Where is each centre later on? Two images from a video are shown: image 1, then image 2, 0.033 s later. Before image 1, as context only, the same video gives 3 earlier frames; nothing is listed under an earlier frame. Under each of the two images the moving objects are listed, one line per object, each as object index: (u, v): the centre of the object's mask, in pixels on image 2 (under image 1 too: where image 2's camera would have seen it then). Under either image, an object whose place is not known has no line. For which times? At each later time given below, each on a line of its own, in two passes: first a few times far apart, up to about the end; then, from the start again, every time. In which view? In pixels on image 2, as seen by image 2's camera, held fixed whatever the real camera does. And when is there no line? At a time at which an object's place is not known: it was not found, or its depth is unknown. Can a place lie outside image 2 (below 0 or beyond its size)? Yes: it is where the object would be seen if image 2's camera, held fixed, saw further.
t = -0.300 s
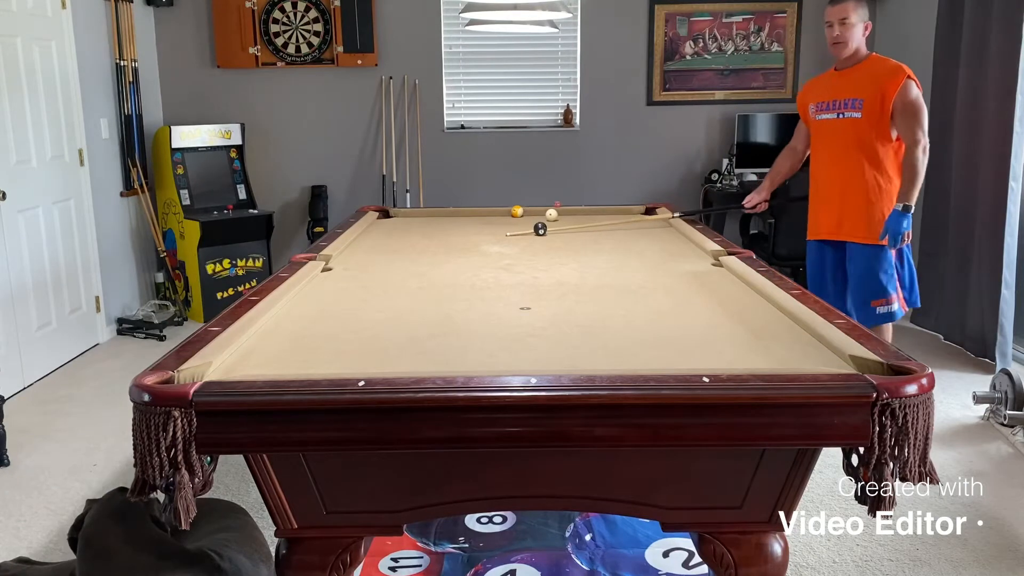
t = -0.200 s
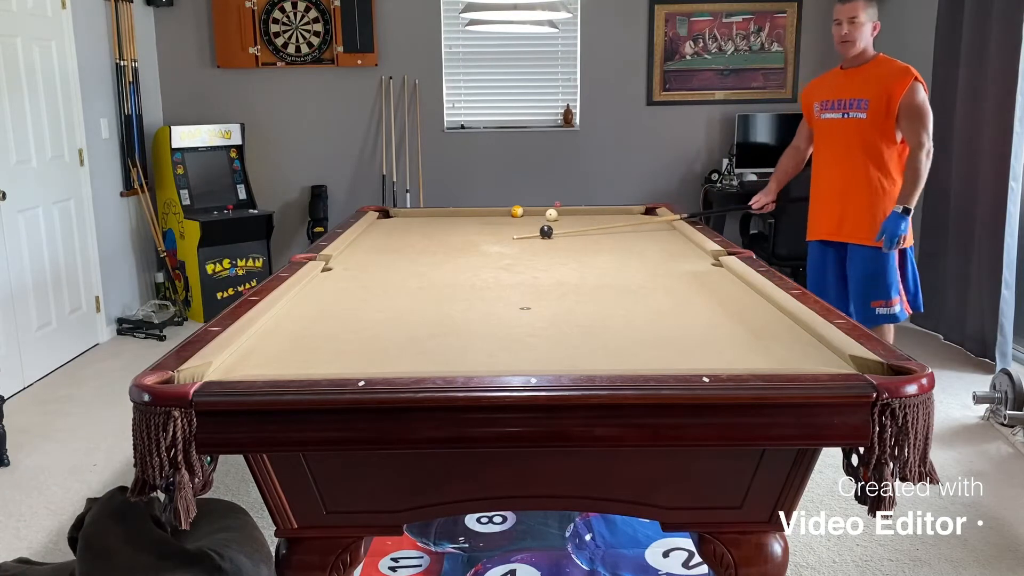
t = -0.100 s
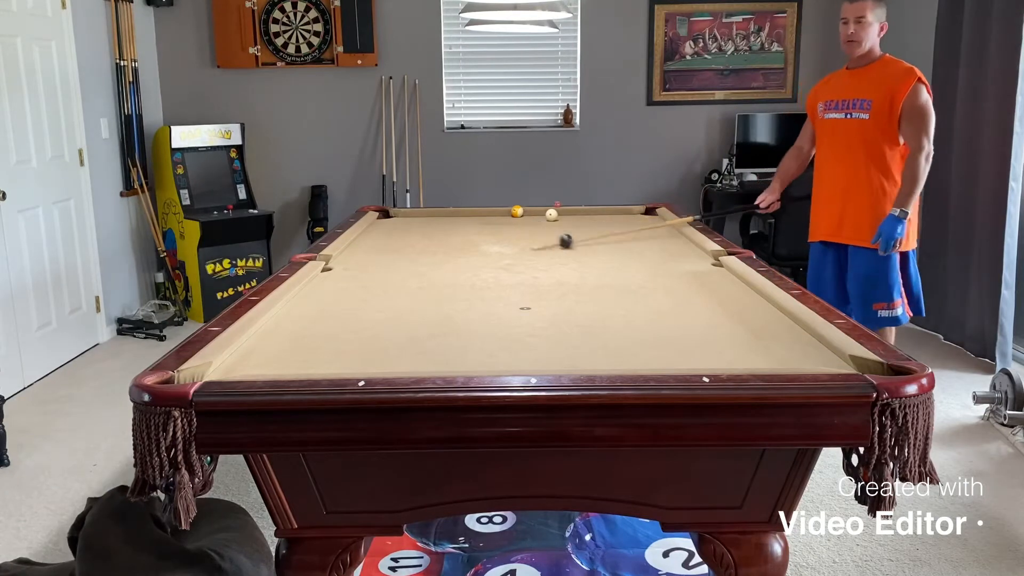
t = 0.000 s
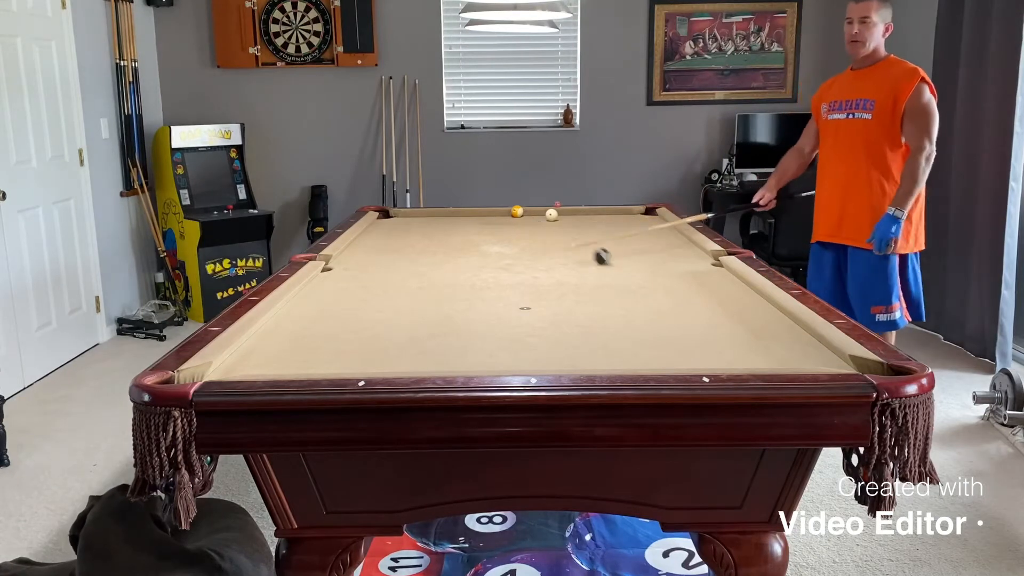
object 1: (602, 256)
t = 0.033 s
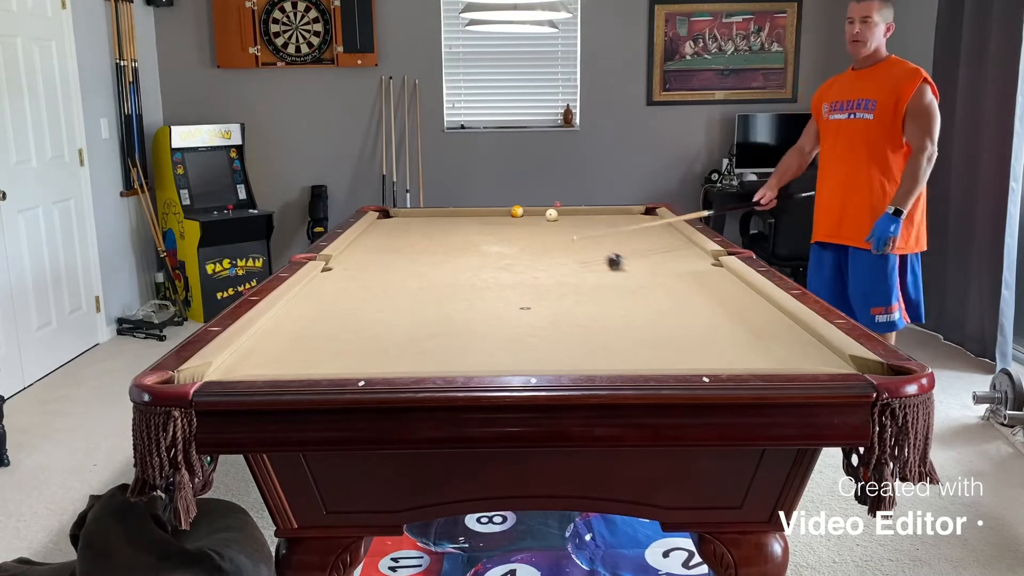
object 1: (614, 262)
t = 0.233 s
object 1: (701, 296)
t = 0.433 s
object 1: (822, 348)
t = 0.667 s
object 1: (808, 360)
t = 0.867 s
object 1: (753, 360)
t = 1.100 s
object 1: (695, 359)
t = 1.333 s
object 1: (641, 357)
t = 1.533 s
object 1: (598, 356)
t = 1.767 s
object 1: (551, 354)
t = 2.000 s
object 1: (507, 352)
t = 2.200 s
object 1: (472, 350)
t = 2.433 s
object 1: (434, 347)
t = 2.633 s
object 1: (403, 345)
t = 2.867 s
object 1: (370, 344)
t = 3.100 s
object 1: (339, 342)
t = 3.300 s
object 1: (314, 340)
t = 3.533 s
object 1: (288, 338)
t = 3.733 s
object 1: (267, 337)
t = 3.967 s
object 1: (266, 336)
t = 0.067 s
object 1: (628, 267)
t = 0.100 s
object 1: (641, 273)
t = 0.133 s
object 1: (655, 278)
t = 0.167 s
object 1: (670, 284)
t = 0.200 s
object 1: (684, 290)
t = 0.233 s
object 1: (701, 296)
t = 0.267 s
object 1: (717, 303)
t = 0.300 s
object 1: (734, 310)
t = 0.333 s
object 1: (754, 318)
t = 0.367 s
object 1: (774, 327)
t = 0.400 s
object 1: (796, 336)
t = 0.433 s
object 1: (822, 348)
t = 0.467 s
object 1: (821, 354)
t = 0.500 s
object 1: (825, 359)
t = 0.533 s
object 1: (832, 361)
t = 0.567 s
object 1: (841, 360)
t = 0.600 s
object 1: (833, 358)
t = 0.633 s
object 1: (820, 359)
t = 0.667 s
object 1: (808, 360)
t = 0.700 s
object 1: (798, 360)
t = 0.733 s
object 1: (789, 360)
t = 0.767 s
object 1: (779, 361)
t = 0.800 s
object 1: (770, 361)
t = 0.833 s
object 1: (761, 361)
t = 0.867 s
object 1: (753, 360)
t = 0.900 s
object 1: (745, 360)
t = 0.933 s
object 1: (736, 360)
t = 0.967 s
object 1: (728, 360)
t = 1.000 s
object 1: (719, 360)
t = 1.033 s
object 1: (711, 360)
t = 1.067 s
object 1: (703, 360)
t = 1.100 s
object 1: (695, 359)
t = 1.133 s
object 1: (687, 359)
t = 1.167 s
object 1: (679, 359)
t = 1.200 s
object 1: (671, 358)
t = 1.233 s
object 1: (664, 358)
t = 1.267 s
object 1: (656, 358)
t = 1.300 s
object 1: (648, 358)
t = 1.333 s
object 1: (641, 357)
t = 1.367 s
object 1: (634, 358)
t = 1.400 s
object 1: (627, 357)
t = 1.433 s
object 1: (619, 357)
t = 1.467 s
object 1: (612, 357)
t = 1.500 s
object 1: (605, 356)
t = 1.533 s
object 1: (598, 356)
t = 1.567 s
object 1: (591, 356)
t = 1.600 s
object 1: (584, 356)
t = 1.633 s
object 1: (578, 355)
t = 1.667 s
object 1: (571, 355)
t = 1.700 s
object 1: (564, 354)
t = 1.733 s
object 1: (558, 354)
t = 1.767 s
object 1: (551, 354)
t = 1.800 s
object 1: (545, 354)
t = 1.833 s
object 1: (538, 353)
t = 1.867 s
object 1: (532, 353)
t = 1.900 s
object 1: (526, 353)
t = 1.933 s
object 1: (520, 352)
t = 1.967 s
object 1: (513, 352)
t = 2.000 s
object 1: (507, 352)
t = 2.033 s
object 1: (501, 351)
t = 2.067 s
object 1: (496, 351)
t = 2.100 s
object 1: (490, 351)
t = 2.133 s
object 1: (484, 350)
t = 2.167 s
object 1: (478, 350)
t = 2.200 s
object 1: (472, 350)
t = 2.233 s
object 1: (467, 349)
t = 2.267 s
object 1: (461, 349)
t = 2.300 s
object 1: (456, 349)
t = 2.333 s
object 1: (450, 348)
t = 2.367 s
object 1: (445, 348)
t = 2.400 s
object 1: (439, 348)
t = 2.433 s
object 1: (434, 347)
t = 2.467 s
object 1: (429, 347)
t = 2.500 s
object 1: (424, 347)
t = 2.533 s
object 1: (419, 346)
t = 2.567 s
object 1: (414, 346)
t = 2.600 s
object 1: (408, 346)
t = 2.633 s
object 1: (403, 345)
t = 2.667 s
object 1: (398, 345)
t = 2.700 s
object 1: (394, 345)
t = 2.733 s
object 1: (389, 345)
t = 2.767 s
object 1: (384, 344)
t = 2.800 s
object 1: (380, 344)
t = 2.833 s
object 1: (375, 344)
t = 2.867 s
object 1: (370, 344)
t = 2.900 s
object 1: (366, 343)
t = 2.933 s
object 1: (361, 343)
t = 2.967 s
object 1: (357, 343)
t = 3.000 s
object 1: (352, 343)
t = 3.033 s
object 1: (348, 342)
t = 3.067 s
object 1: (343, 342)
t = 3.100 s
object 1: (339, 342)
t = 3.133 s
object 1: (335, 341)
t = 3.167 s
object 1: (331, 341)
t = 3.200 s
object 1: (327, 341)
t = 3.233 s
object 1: (323, 341)
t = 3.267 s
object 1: (319, 340)
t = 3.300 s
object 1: (314, 340)
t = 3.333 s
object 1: (311, 340)
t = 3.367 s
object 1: (307, 340)
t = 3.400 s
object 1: (303, 340)
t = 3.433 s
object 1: (299, 339)
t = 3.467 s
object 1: (295, 339)
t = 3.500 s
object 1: (291, 339)
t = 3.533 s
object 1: (288, 338)
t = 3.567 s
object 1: (284, 338)
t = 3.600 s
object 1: (281, 338)
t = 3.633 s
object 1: (277, 338)
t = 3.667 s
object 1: (274, 338)
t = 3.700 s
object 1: (270, 338)
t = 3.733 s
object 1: (267, 337)
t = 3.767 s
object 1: (263, 337)
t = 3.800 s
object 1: (260, 336)
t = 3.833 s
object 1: (257, 337)
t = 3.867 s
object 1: (258, 336)
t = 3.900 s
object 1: (261, 336)
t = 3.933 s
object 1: (264, 336)
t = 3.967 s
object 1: (266, 336)
